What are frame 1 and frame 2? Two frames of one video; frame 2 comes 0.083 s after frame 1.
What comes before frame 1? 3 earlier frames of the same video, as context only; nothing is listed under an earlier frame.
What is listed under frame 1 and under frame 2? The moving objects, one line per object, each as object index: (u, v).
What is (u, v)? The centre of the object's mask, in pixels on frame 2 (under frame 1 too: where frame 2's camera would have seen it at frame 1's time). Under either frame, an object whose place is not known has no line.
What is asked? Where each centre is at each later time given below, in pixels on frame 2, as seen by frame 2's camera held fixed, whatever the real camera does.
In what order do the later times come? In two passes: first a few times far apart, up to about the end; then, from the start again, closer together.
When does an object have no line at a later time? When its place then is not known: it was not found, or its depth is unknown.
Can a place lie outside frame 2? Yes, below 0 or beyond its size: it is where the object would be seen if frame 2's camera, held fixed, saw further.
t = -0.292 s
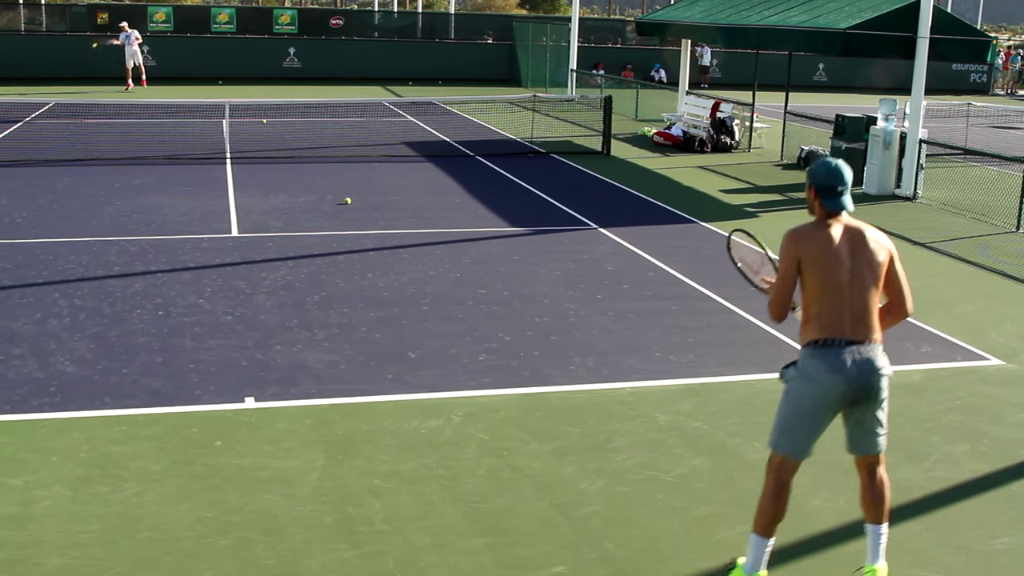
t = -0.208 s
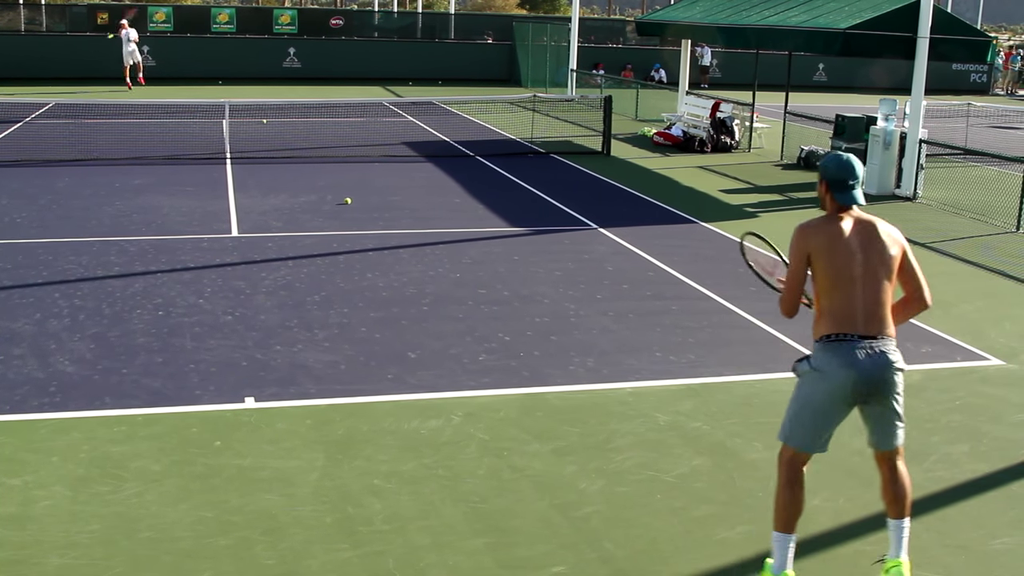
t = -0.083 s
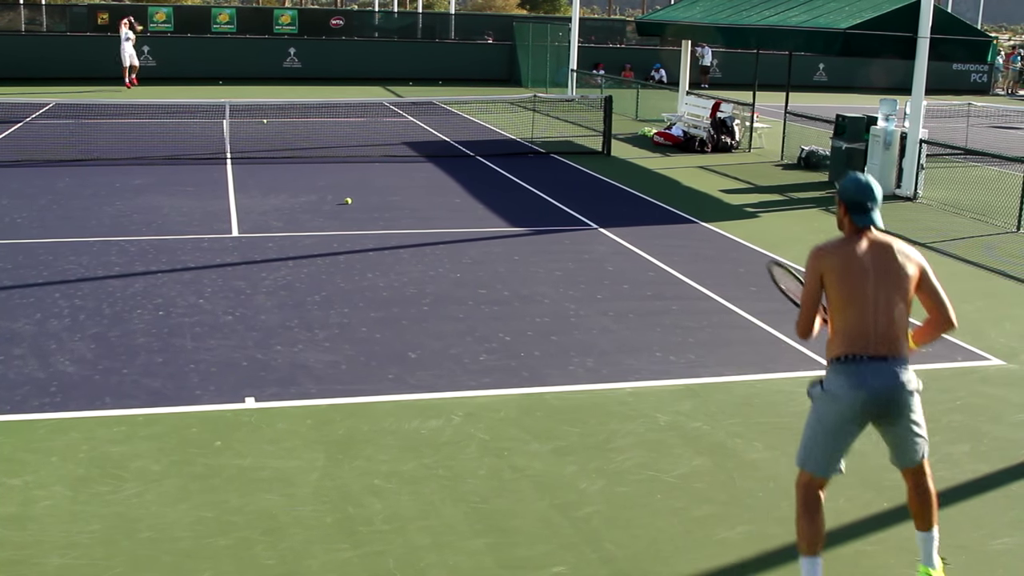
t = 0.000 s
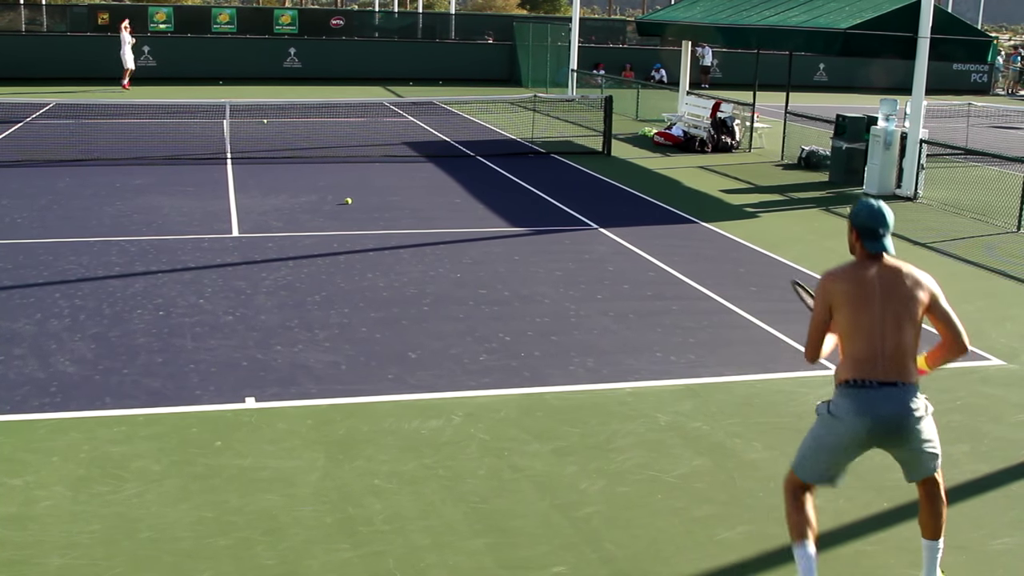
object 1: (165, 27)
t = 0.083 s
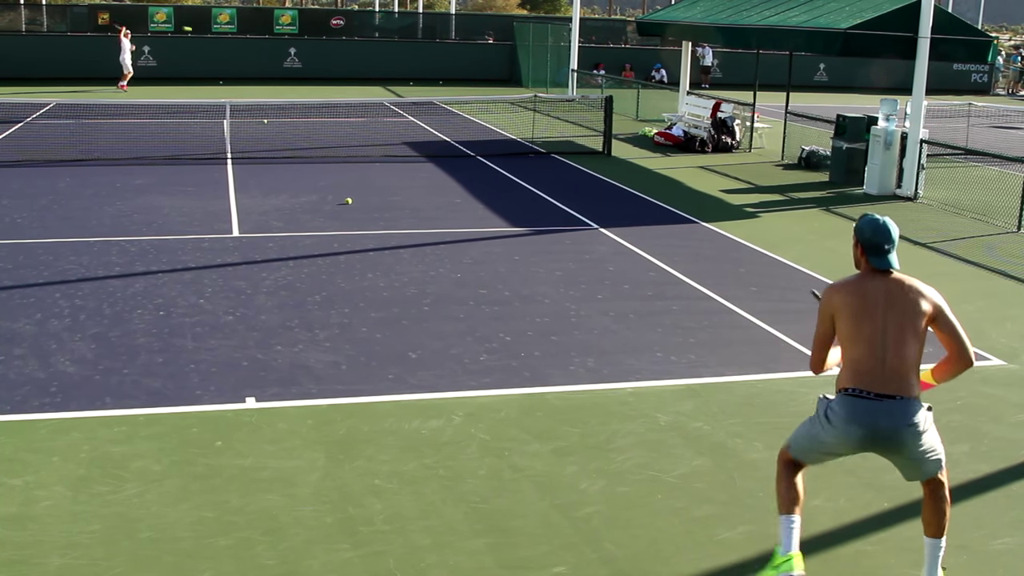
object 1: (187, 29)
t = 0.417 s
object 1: (345, 109)
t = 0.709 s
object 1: (615, 298)
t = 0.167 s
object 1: (216, 36)
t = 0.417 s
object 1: (345, 109)
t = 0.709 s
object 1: (615, 298)
